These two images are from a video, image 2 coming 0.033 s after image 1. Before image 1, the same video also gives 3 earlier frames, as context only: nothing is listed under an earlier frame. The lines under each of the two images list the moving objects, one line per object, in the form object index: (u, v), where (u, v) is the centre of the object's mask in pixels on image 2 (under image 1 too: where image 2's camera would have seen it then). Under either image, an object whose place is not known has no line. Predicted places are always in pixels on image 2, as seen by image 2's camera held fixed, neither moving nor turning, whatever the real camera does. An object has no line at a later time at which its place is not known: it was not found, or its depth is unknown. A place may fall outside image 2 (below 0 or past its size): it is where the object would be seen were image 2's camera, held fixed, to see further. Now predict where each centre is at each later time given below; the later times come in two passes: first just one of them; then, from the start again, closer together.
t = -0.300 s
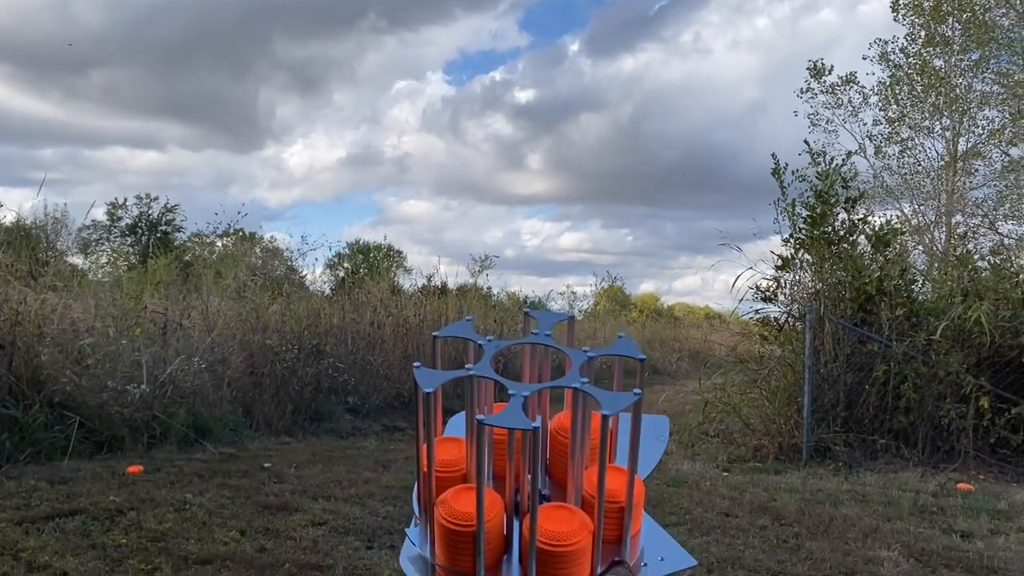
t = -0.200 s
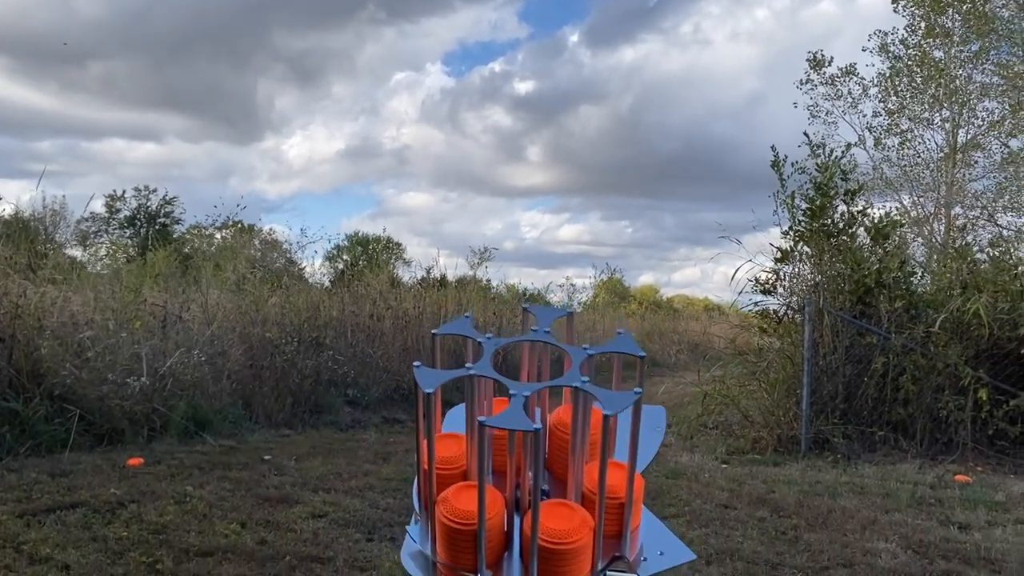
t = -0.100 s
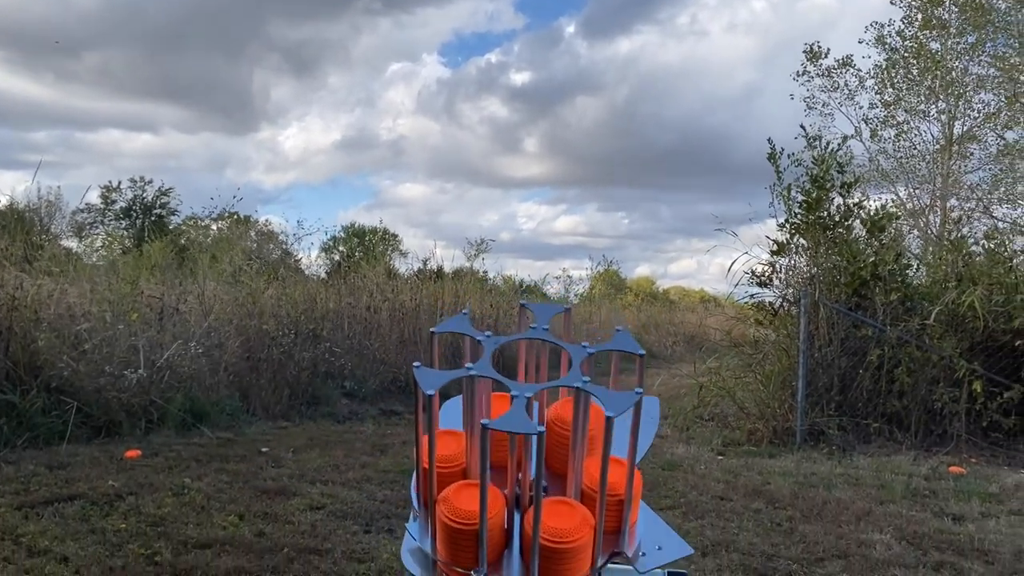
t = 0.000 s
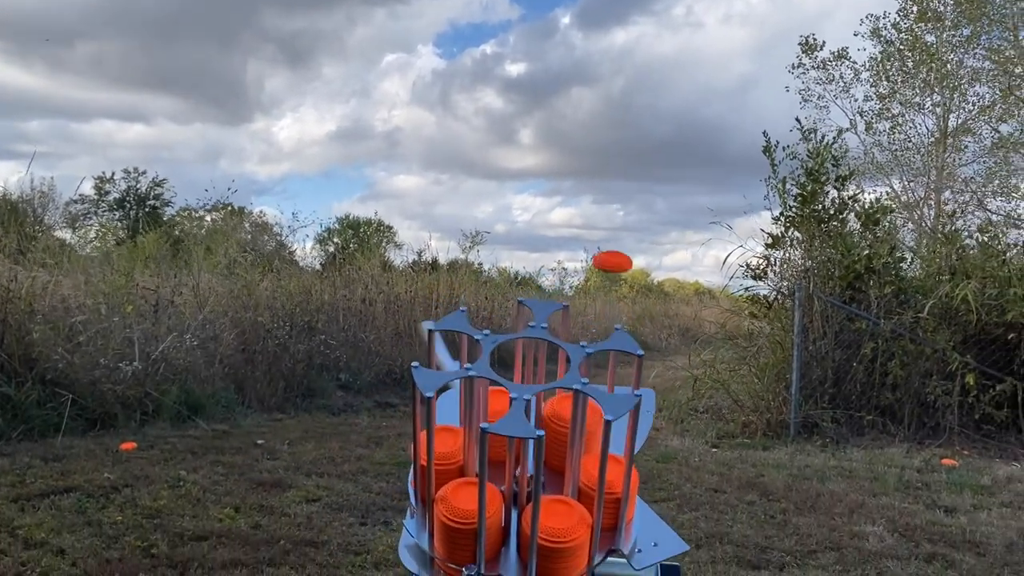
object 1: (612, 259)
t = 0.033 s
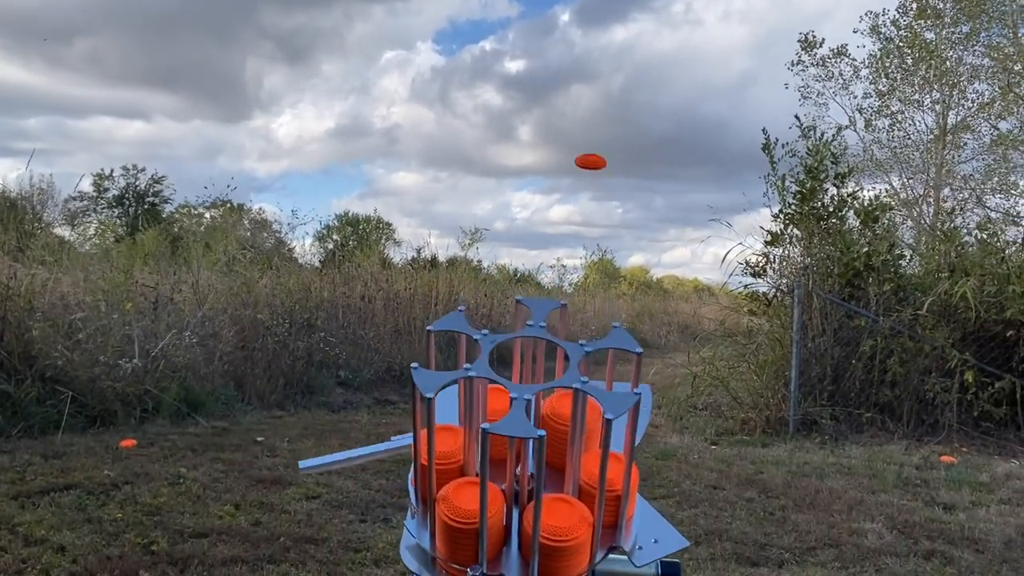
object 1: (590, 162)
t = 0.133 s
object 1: (558, 26)
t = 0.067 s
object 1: (576, 98)
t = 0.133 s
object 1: (558, 26)
